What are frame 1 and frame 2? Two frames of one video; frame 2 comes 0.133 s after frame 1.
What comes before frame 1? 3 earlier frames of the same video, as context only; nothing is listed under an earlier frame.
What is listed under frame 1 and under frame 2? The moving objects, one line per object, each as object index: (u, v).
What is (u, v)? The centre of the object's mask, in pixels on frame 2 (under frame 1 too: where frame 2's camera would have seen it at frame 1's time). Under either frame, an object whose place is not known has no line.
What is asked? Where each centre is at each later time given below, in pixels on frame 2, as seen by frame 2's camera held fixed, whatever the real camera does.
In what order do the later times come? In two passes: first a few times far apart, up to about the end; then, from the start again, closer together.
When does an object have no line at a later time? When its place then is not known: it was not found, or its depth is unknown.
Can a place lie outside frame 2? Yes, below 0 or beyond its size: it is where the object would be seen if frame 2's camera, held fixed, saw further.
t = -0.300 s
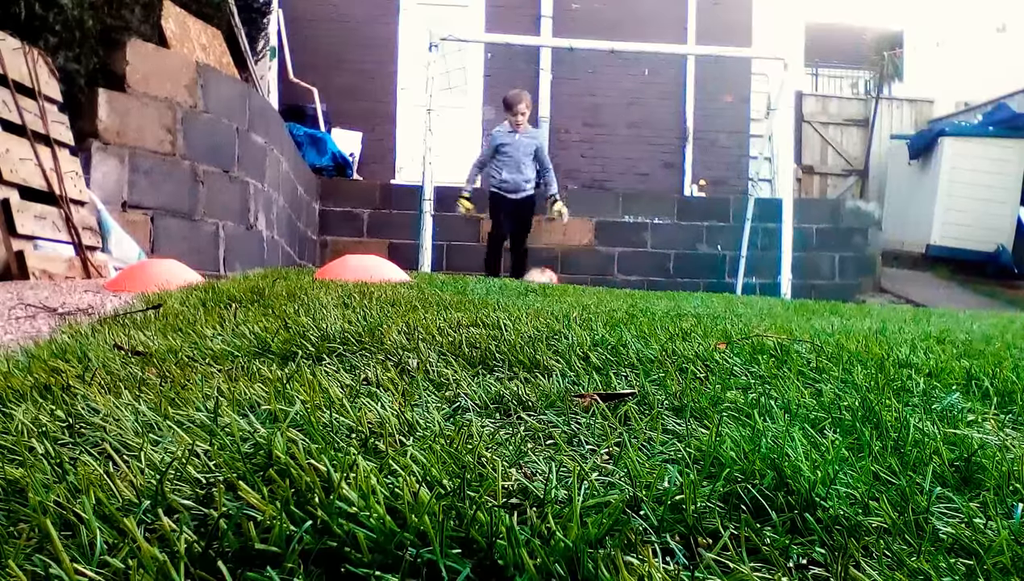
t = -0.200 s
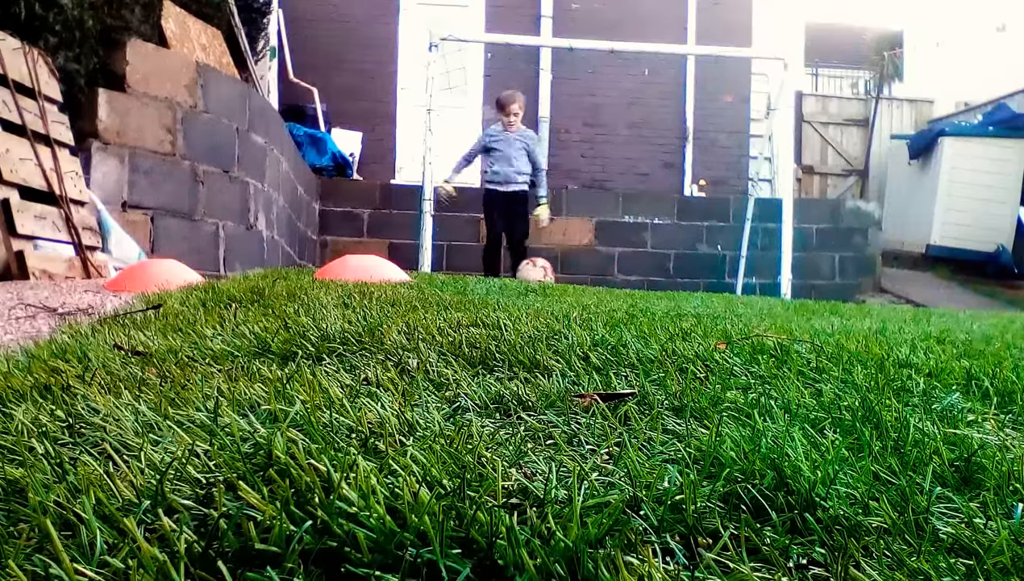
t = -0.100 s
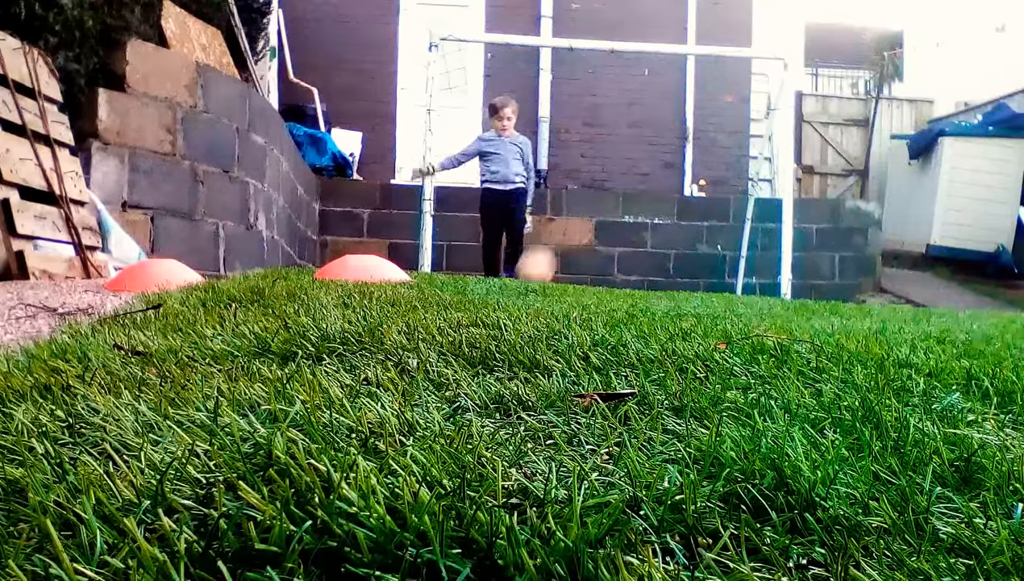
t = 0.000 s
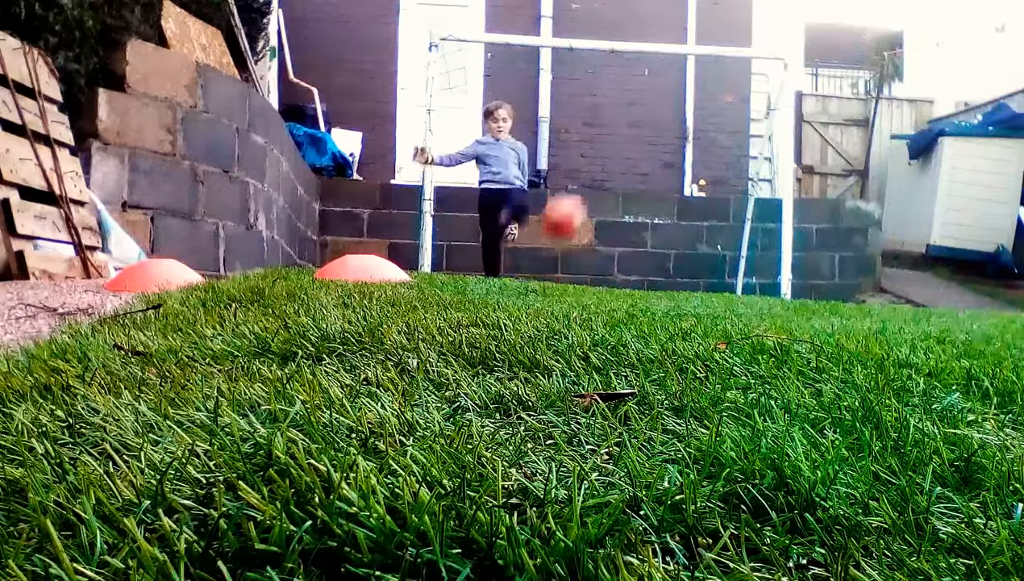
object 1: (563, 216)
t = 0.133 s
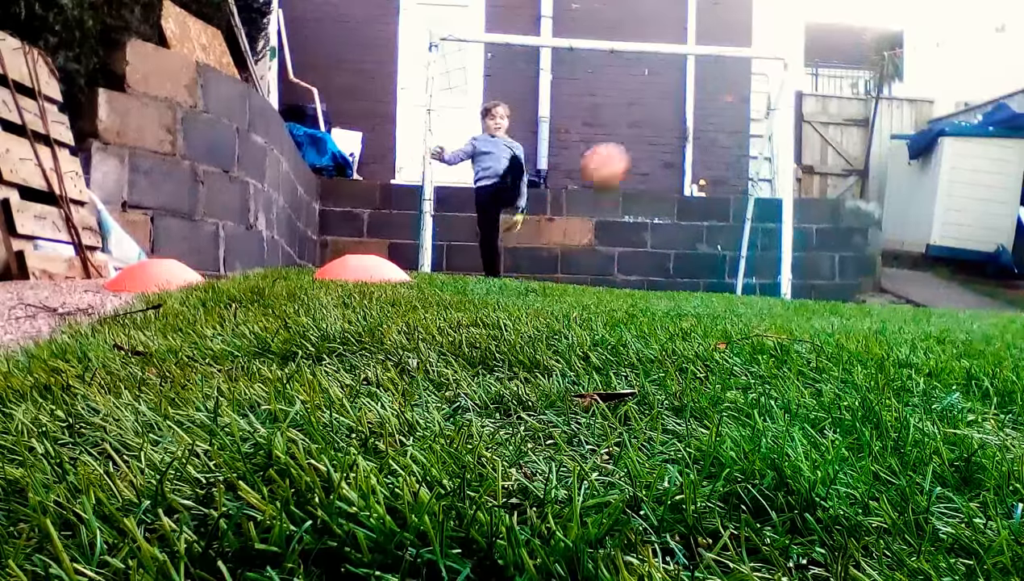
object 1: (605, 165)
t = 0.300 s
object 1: (664, 143)
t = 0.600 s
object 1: (818, 271)
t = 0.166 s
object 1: (616, 156)
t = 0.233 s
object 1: (640, 145)
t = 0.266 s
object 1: (653, 143)
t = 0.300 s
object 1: (664, 143)
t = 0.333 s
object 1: (679, 145)
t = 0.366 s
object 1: (692, 150)
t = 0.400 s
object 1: (710, 159)
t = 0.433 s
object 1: (722, 168)
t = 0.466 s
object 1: (739, 182)
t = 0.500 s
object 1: (753, 199)
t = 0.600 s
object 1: (818, 271)
